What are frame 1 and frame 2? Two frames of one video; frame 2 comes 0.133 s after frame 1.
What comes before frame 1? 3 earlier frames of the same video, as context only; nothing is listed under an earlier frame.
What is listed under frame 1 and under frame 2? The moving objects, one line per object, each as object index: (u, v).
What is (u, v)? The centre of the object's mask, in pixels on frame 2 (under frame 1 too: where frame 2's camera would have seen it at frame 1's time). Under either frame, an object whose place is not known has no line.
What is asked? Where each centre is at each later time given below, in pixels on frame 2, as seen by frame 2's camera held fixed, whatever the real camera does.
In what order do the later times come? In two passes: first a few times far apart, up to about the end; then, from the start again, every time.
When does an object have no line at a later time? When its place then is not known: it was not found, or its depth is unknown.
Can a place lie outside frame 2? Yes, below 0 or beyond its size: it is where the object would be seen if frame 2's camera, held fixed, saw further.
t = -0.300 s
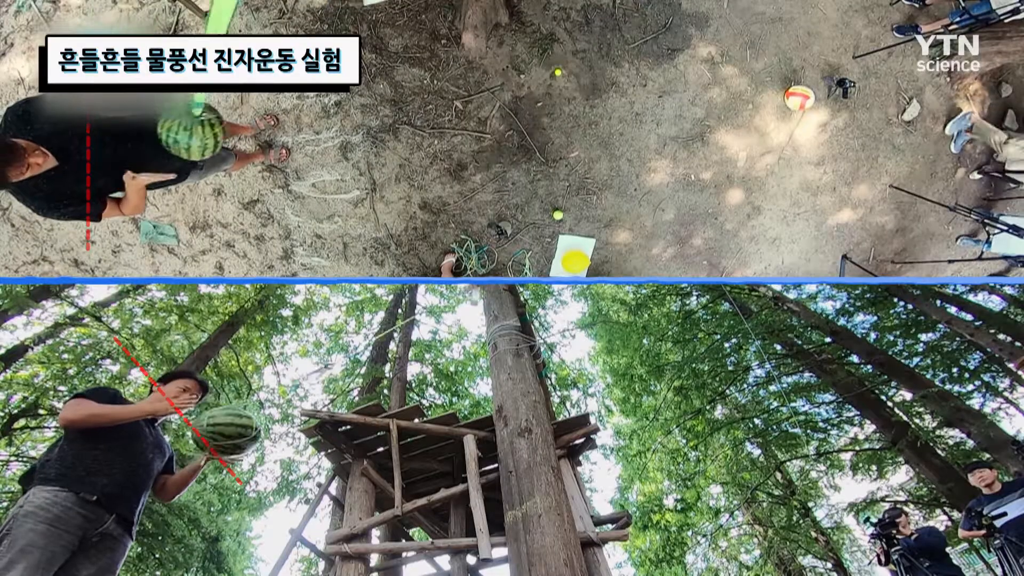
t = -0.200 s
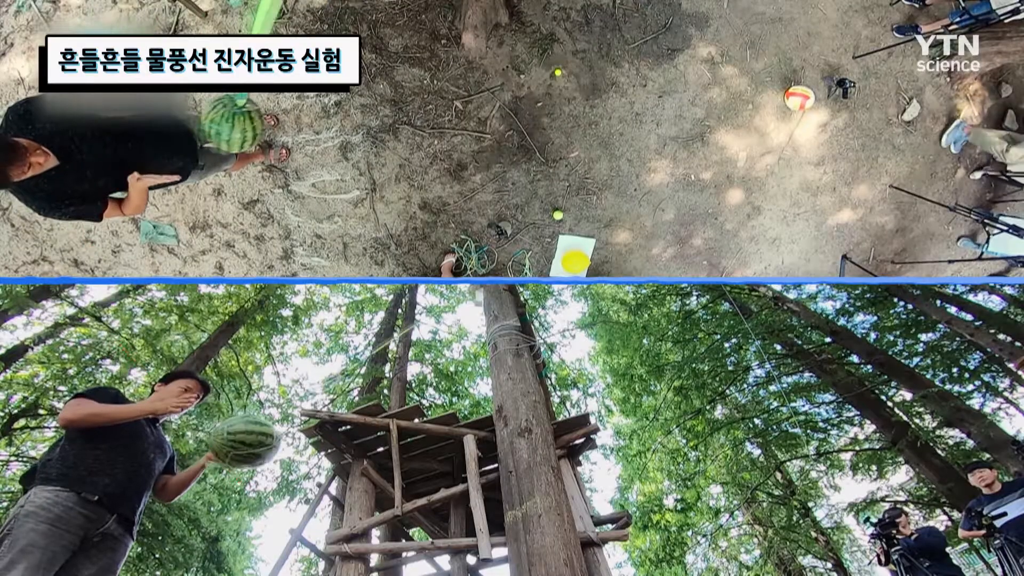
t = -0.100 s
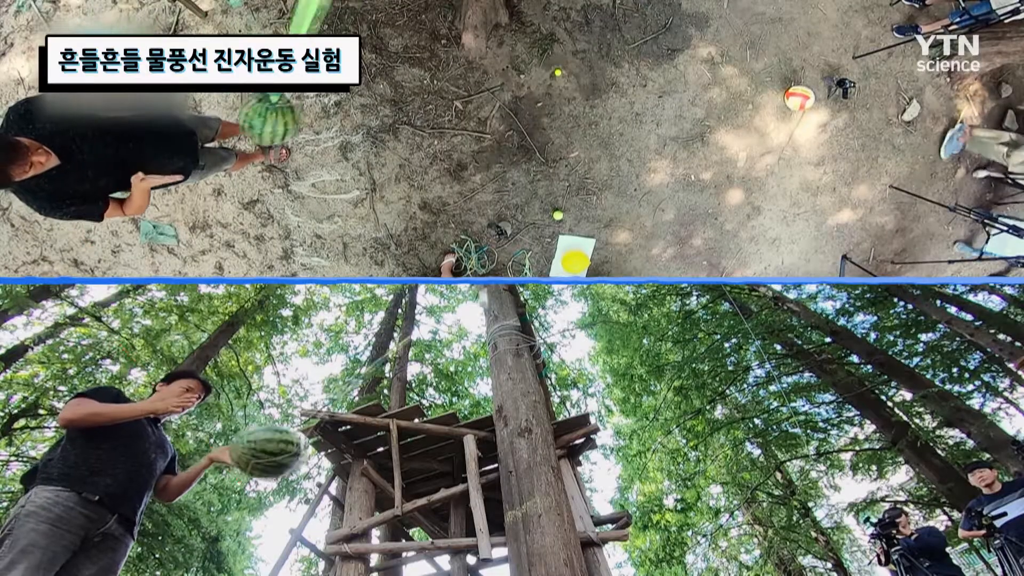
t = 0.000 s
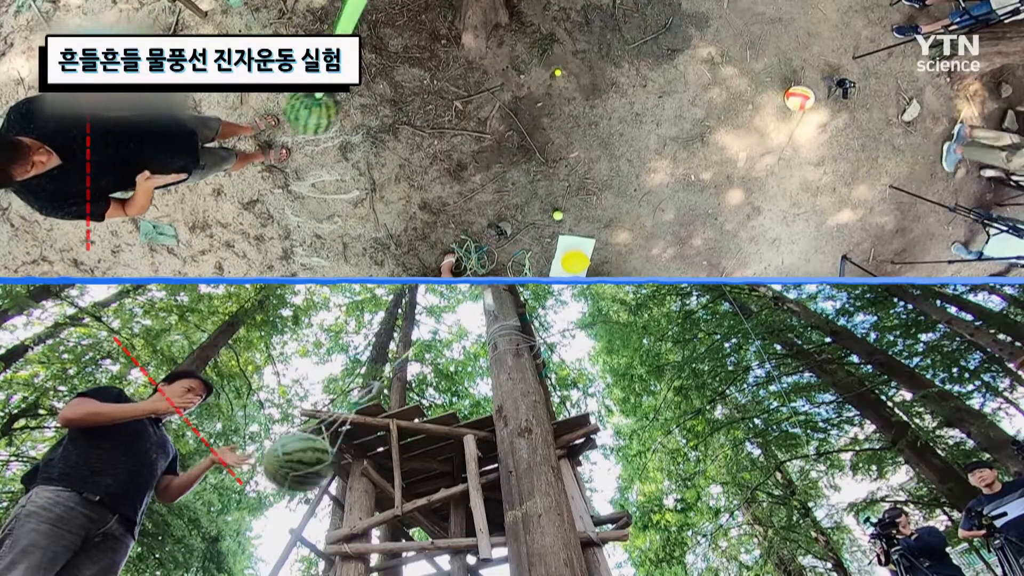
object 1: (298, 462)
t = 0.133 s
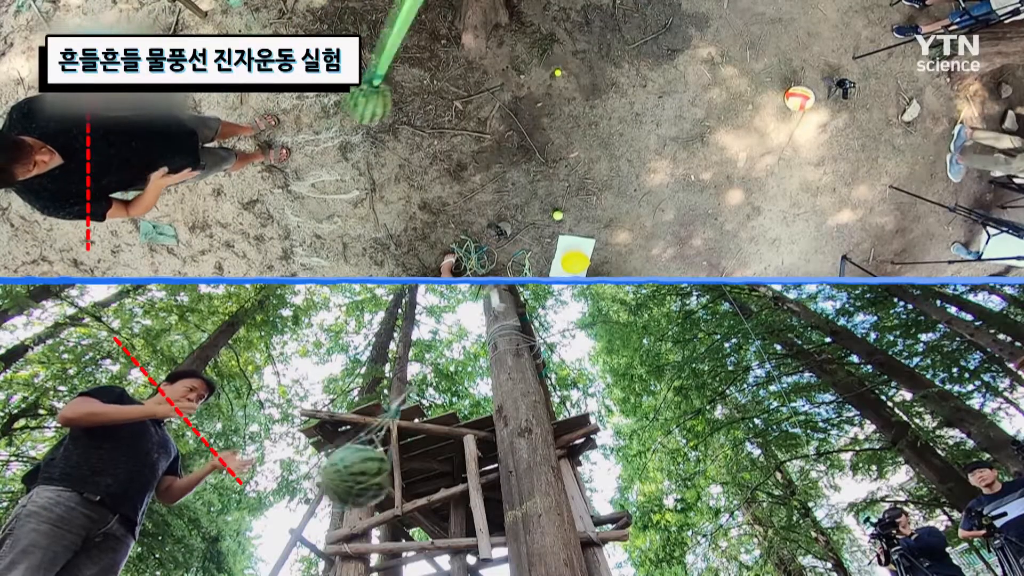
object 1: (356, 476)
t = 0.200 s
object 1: (383, 479)
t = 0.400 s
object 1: (503, 486)
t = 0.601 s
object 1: (627, 476)
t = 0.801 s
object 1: (723, 452)
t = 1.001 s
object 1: (784, 426)
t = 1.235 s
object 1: (822, 399)
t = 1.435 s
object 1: (837, 383)
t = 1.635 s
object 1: (842, 374)
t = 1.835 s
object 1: (843, 372)
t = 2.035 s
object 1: (840, 378)
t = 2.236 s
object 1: (830, 390)
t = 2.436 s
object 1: (804, 411)
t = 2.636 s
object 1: (754, 437)
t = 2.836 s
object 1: (671, 462)
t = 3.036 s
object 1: (559, 478)
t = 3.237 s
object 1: (432, 480)
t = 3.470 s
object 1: (321, 467)
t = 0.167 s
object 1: (369, 477)
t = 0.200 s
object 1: (383, 479)
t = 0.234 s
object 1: (400, 481)
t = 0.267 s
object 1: (420, 484)
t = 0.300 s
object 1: (444, 487)
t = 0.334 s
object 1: (462, 487)
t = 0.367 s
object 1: (478, 487)
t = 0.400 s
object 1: (503, 486)
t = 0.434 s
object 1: (528, 486)
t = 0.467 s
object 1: (546, 485)
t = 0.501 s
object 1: (565, 484)
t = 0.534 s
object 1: (582, 483)
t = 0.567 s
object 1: (604, 478)
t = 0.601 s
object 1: (627, 476)
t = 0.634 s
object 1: (645, 473)
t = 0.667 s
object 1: (659, 471)
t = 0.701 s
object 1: (674, 466)
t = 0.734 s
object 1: (689, 462)
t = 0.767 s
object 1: (708, 457)
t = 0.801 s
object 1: (723, 452)
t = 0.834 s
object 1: (734, 448)
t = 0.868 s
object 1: (744, 444)
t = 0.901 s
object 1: (756, 439)
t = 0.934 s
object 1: (766, 434)
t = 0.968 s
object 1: (777, 430)
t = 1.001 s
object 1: (784, 426)
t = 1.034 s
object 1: (791, 422)
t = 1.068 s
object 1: (796, 418)
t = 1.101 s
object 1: (805, 413)
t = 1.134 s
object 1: (811, 409)
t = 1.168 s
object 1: (815, 406)
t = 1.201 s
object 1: (818, 403)
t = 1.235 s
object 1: (822, 399)
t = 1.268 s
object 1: (826, 395)
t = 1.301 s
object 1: (829, 392)
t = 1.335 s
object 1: (832, 390)
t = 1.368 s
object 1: (833, 388)
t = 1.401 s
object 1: (835, 385)
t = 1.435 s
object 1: (837, 383)
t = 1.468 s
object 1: (838, 380)
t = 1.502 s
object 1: (839, 379)
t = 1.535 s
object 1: (840, 378)
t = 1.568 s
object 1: (840, 376)
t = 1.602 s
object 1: (841, 375)
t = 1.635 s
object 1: (842, 374)
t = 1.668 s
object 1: (842, 373)
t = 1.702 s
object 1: (842, 373)
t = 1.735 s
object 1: (843, 372)
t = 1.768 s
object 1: (843, 372)
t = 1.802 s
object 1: (843, 372)
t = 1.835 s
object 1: (843, 372)
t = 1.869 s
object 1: (842, 373)
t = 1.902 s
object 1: (842, 373)
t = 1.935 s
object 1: (842, 374)
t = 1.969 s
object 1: (841, 375)
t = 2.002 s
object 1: (841, 376)
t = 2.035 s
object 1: (840, 378)
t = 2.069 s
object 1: (839, 379)
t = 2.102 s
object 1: (838, 381)
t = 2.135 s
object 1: (836, 383)
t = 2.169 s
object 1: (834, 385)
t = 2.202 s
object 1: (832, 387)
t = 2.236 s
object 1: (830, 390)
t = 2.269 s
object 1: (827, 393)
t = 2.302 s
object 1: (823, 396)
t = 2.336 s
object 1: (819, 400)
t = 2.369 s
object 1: (815, 402)
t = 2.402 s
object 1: (810, 407)
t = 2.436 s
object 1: (804, 411)
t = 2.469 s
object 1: (798, 415)
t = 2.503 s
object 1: (792, 418)
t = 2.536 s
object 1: (785, 422)
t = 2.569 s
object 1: (773, 428)
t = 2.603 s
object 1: (764, 432)
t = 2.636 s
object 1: (754, 437)
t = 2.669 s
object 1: (744, 440)
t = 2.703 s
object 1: (733, 445)
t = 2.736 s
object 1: (716, 451)
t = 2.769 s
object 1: (700, 454)
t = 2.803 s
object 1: (686, 459)
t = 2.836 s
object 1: (671, 462)
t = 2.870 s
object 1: (656, 465)
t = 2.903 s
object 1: (630, 471)
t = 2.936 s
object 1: (611, 474)
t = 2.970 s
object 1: (594, 476)
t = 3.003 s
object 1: (576, 478)
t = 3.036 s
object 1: (559, 478)
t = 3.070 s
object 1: (530, 479)
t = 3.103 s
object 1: (510, 481)
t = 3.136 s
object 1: (491, 482)
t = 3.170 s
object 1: (474, 482)
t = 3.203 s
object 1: (458, 482)
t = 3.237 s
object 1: (432, 480)
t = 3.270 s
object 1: (412, 479)
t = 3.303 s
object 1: (397, 477)
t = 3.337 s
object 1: (382, 475)
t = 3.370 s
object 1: (368, 474)
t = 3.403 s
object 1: (348, 472)
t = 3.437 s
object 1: (333, 467)
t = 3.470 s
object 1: (321, 467)
